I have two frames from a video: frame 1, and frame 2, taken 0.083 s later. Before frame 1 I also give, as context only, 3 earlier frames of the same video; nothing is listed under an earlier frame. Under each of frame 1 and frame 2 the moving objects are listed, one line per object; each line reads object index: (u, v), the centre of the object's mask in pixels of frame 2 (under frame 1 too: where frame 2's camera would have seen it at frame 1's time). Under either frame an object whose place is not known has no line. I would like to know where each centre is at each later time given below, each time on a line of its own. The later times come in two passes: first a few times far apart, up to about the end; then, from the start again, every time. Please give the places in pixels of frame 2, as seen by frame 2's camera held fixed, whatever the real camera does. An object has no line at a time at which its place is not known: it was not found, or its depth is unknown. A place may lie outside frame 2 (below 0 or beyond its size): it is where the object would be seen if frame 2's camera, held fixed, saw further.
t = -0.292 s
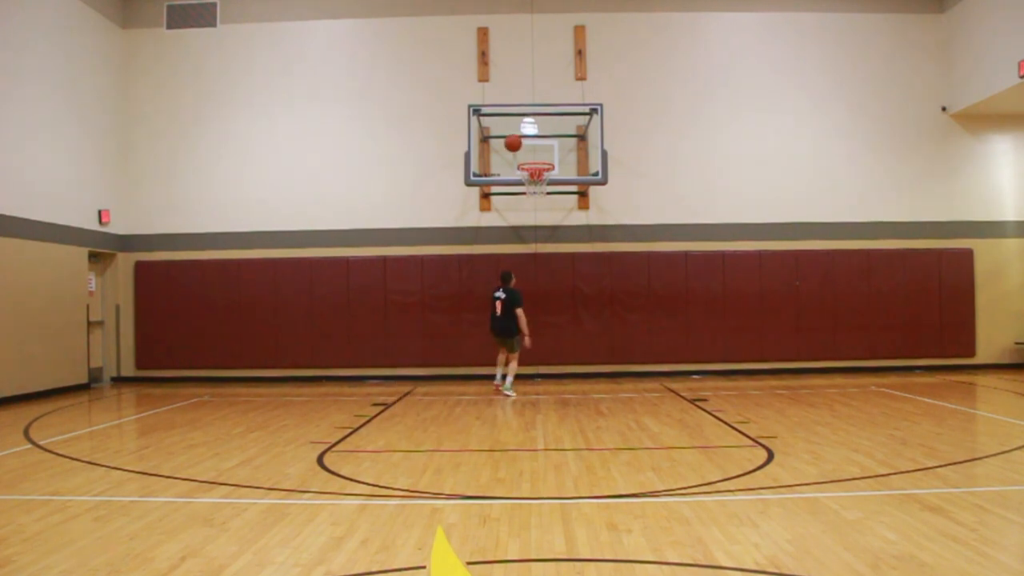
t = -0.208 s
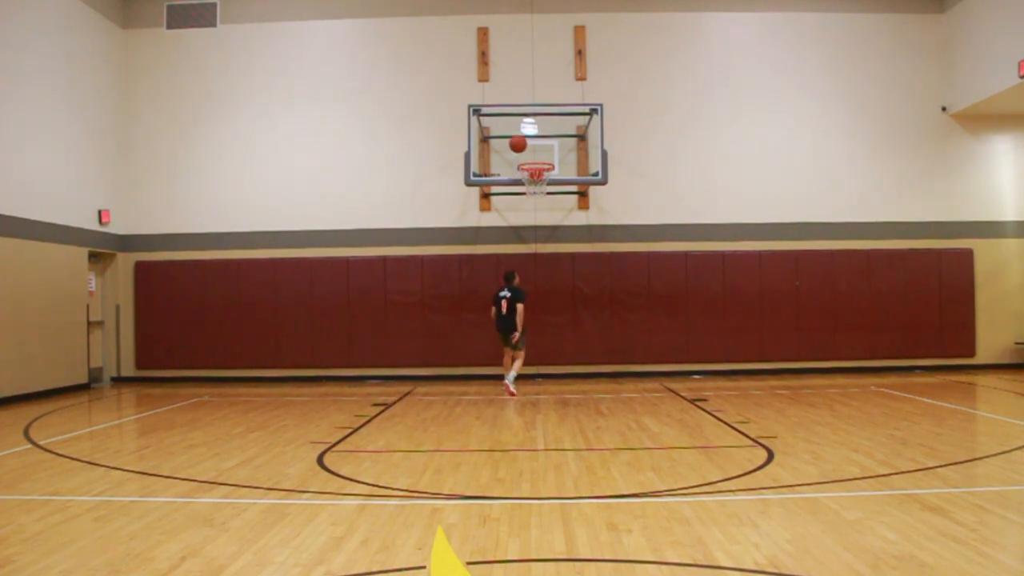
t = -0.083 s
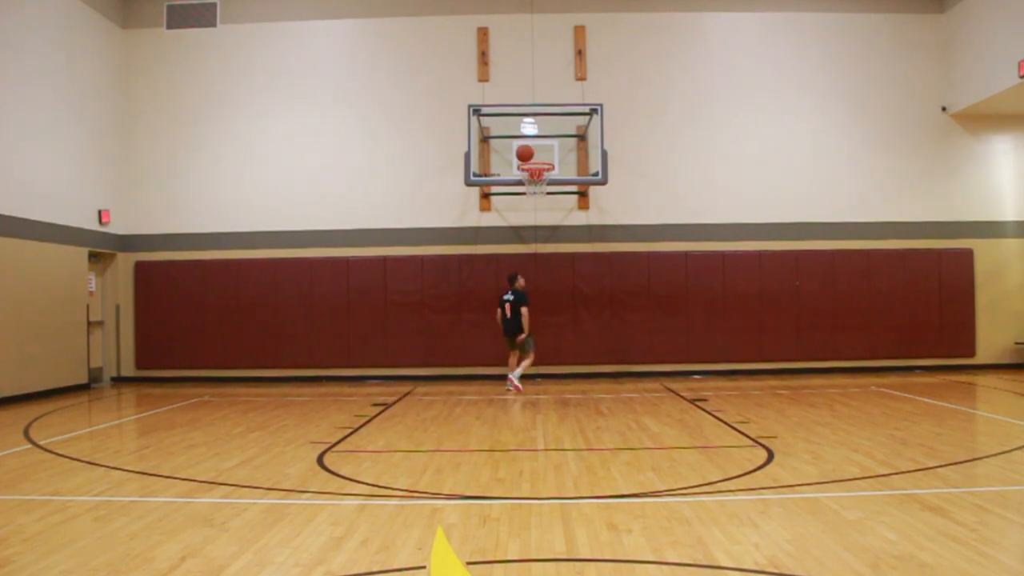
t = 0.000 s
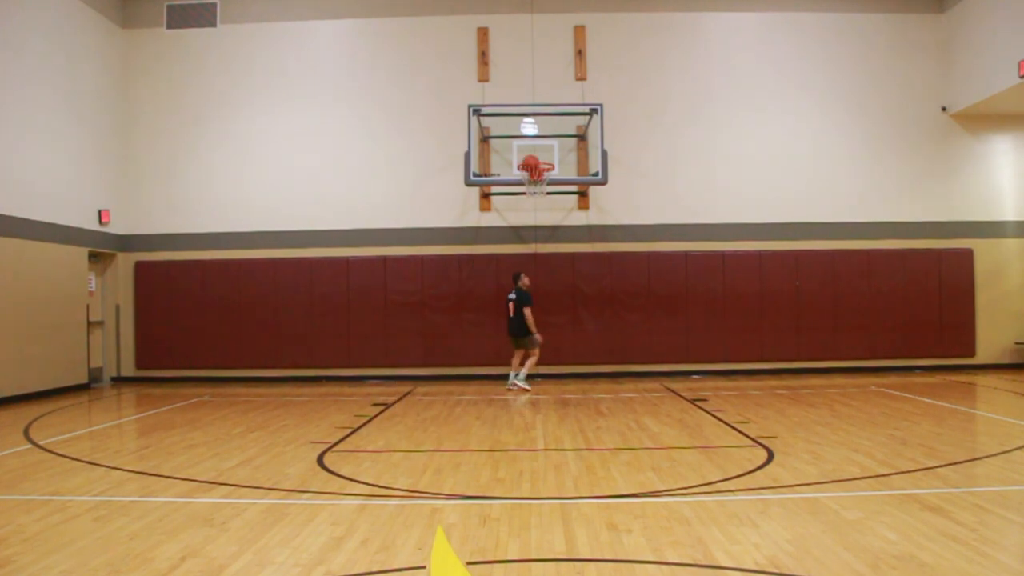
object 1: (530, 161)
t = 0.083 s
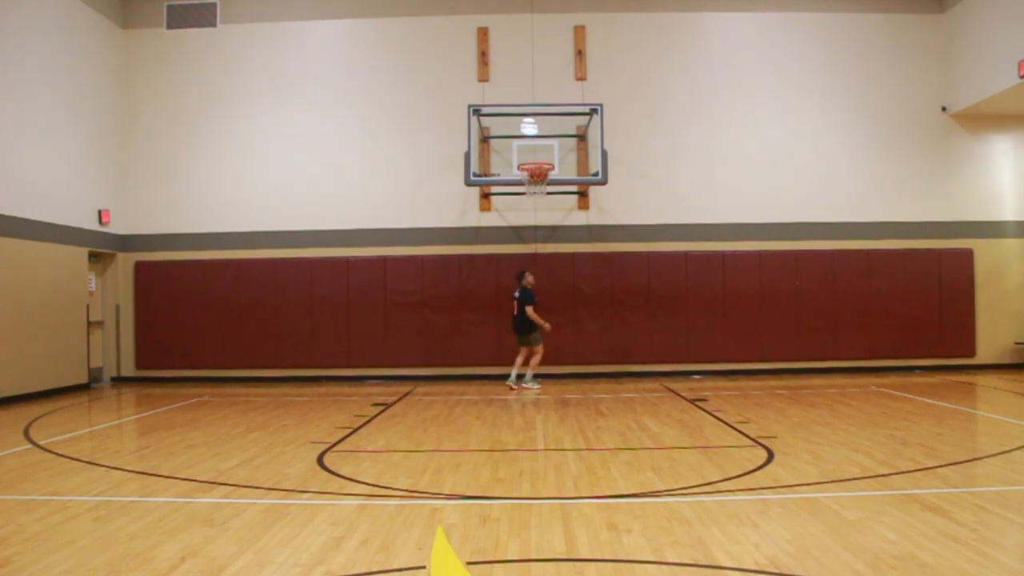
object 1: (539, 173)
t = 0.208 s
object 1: (546, 186)
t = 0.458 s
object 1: (535, 202)
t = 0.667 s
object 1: (527, 242)
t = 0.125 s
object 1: (544, 182)
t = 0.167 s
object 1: (545, 184)
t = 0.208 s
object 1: (546, 186)
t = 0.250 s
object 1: (546, 189)
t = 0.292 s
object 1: (543, 188)
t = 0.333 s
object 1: (541, 189)
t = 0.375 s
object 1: (539, 196)
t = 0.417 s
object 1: (538, 198)
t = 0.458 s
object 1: (535, 202)
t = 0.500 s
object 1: (534, 206)
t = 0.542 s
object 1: (532, 214)
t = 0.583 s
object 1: (530, 222)
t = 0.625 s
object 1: (528, 234)
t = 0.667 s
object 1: (527, 242)
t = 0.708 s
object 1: (525, 257)
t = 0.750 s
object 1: (523, 268)
